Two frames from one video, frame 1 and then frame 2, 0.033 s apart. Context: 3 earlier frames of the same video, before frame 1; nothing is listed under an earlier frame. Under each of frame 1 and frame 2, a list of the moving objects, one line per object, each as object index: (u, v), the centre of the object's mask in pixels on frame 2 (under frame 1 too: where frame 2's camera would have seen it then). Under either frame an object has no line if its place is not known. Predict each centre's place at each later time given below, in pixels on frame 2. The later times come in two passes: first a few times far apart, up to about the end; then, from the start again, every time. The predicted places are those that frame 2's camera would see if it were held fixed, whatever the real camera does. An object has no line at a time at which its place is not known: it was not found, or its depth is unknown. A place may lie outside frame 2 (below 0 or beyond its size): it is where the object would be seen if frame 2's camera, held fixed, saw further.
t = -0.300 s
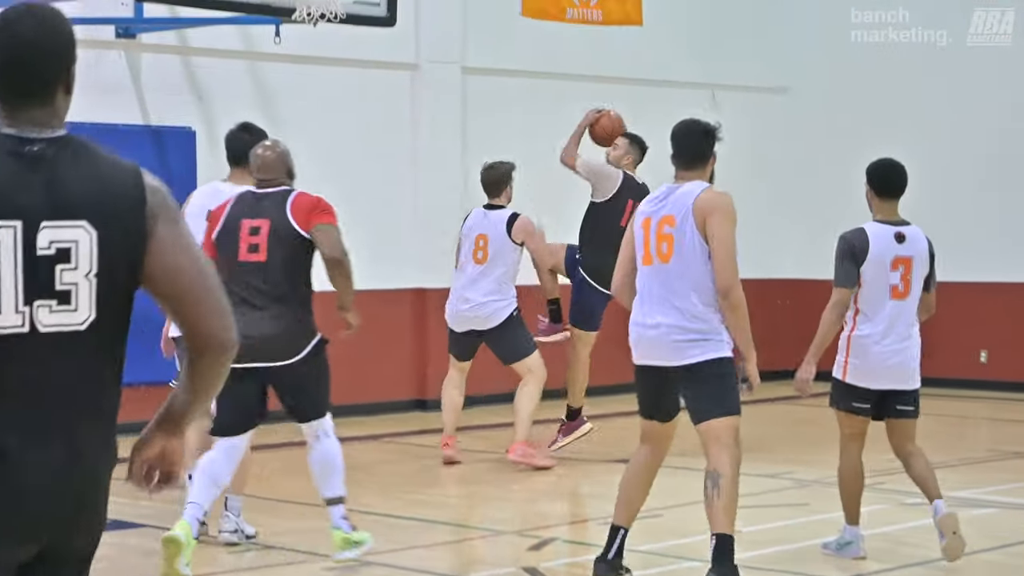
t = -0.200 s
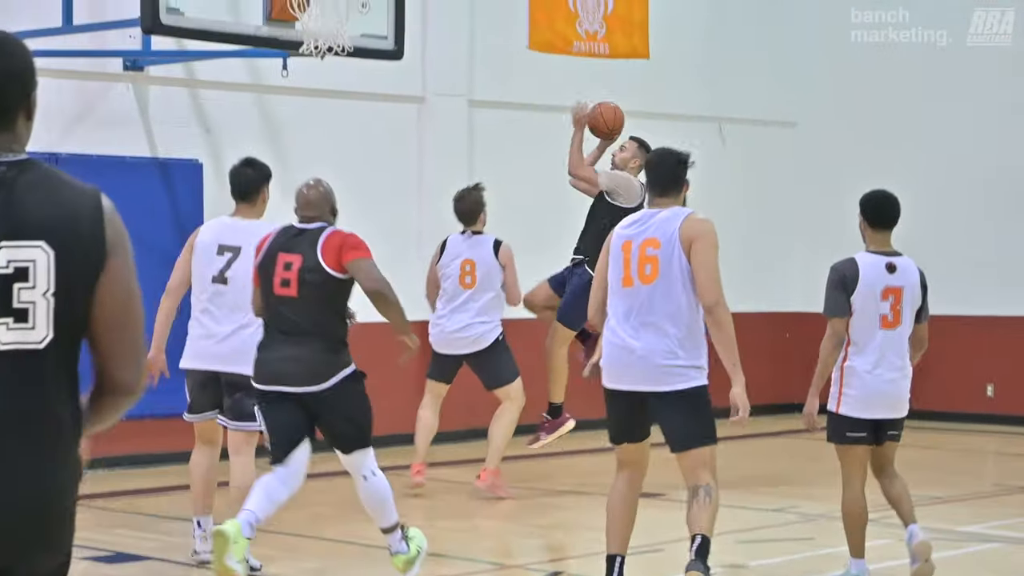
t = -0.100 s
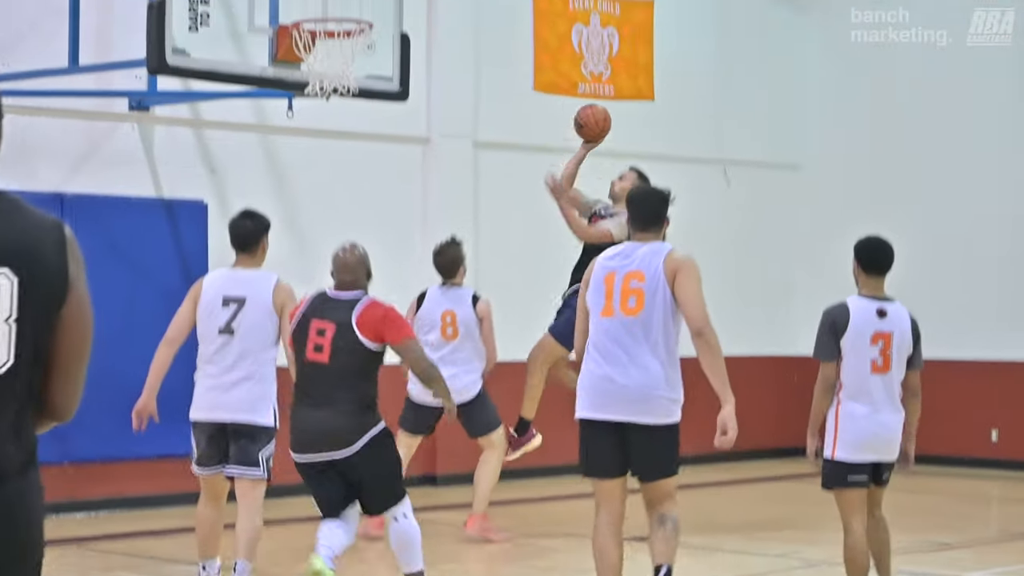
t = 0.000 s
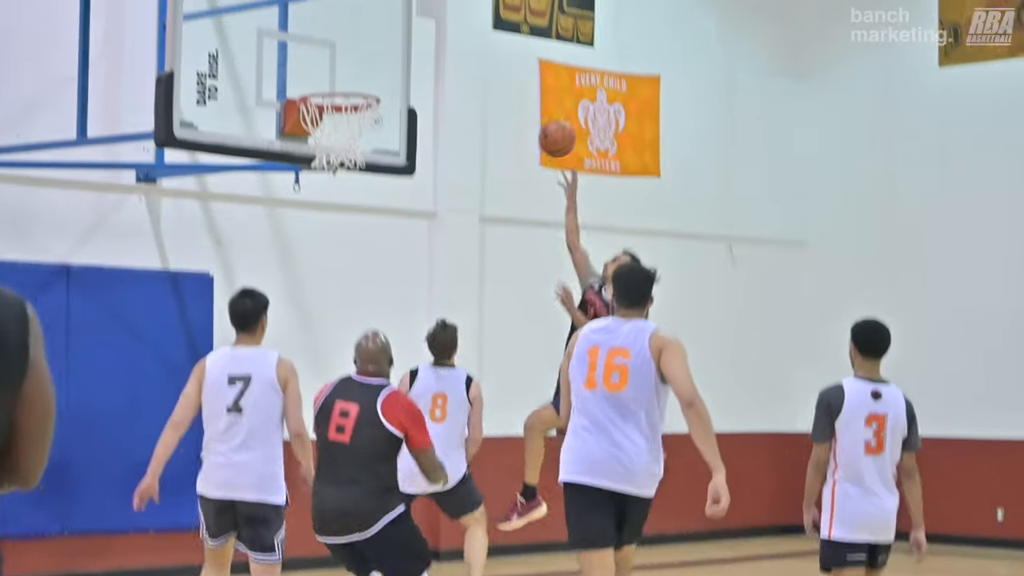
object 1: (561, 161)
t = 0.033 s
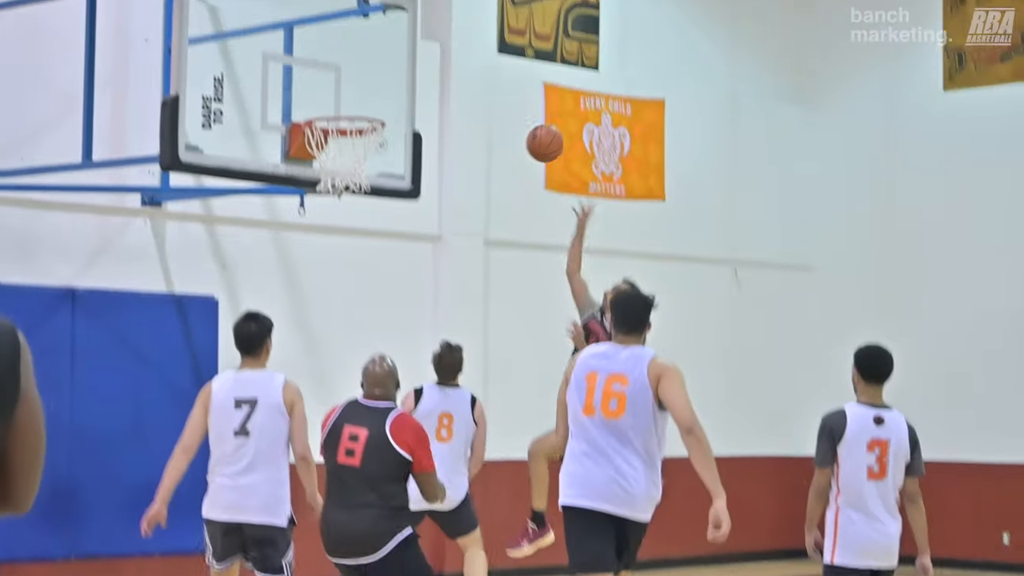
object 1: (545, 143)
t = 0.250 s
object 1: (435, 61)
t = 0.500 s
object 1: (366, 60)
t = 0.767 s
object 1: (345, 155)
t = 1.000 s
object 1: (361, 232)
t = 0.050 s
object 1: (537, 134)
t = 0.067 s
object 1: (528, 126)
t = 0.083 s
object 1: (520, 118)
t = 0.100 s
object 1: (512, 110)
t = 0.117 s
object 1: (503, 103)
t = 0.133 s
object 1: (495, 97)
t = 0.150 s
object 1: (487, 90)
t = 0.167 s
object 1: (478, 84)
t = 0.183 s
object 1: (470, 79)
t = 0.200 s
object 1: (461, 74)
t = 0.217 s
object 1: (453, 70)
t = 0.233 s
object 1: (444, 65)
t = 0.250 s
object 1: (435, 61)
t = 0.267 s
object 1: (426, 58)
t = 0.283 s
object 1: (418, 55)
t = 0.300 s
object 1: (409, 53)
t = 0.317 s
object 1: (400, 51)
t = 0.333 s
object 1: (391, 49)
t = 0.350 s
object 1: (383, 47)
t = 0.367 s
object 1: (380, 47)
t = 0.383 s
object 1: (379, 47)
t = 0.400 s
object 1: (377, 48)
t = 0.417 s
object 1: (375, 48)
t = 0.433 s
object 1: (373, 50)
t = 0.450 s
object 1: (371, 52)
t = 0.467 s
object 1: (369, 54)
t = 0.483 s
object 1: (367, 57)
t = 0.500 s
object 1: (366, 60)
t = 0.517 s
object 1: (364, 64)
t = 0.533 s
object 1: (362, 68)
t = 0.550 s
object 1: (360, 73)
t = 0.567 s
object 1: (358, 78)
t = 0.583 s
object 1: (356, 84)
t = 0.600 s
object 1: (354, 90)
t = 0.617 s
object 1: (352, 96)
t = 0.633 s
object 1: (350, 101)
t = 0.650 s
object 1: (349, 107)
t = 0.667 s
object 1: (347, 119)
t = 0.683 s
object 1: (344, 128)
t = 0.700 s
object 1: (344, 137)
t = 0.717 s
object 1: (343, 142)
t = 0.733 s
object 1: (344, 147)
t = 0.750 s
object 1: (345, 152)
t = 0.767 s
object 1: (345, 155)
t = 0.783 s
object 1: (347, 158)
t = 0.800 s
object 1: (348, 160)
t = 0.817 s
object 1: (348, 164)
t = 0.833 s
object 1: (351, 175)
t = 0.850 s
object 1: (352, 177)
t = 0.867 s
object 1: (353, 179)
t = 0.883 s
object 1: (354, 183)
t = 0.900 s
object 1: (355, 188)
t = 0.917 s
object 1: (356, 194)
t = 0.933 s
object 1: (357, 201)
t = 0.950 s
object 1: (358, 208)
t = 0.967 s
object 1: (359, 216)
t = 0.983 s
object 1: (360, 223)
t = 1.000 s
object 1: (361, 232)
